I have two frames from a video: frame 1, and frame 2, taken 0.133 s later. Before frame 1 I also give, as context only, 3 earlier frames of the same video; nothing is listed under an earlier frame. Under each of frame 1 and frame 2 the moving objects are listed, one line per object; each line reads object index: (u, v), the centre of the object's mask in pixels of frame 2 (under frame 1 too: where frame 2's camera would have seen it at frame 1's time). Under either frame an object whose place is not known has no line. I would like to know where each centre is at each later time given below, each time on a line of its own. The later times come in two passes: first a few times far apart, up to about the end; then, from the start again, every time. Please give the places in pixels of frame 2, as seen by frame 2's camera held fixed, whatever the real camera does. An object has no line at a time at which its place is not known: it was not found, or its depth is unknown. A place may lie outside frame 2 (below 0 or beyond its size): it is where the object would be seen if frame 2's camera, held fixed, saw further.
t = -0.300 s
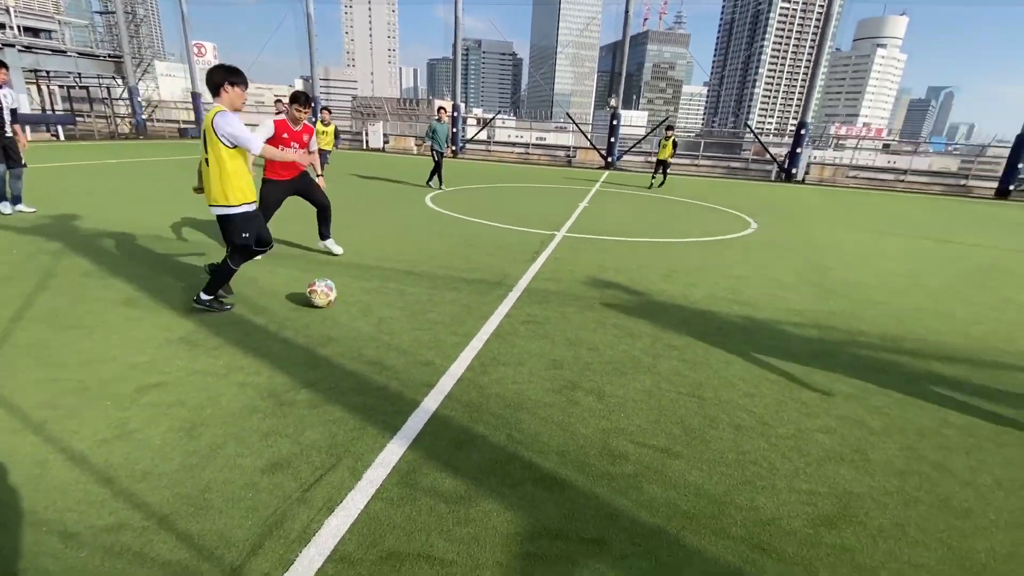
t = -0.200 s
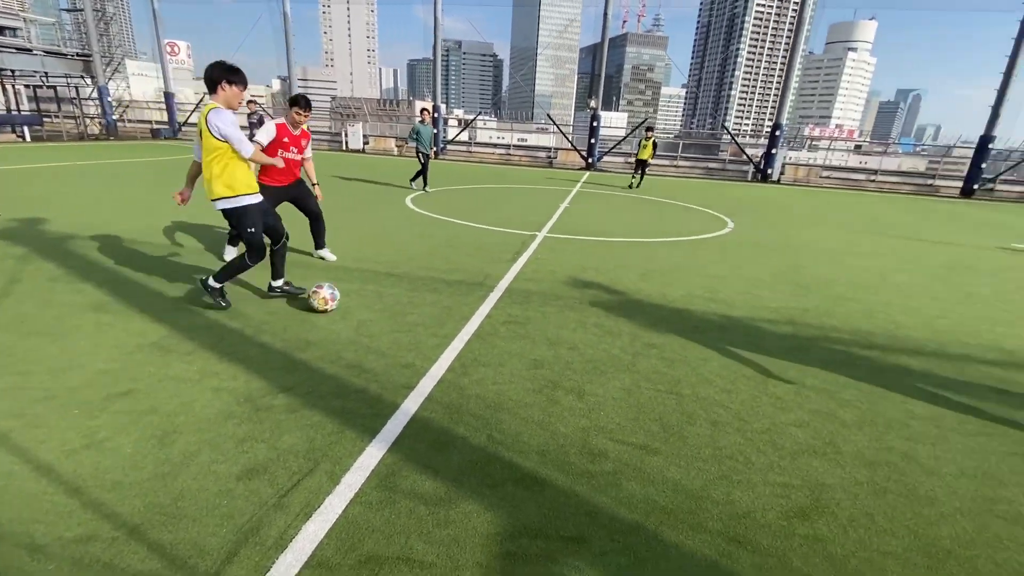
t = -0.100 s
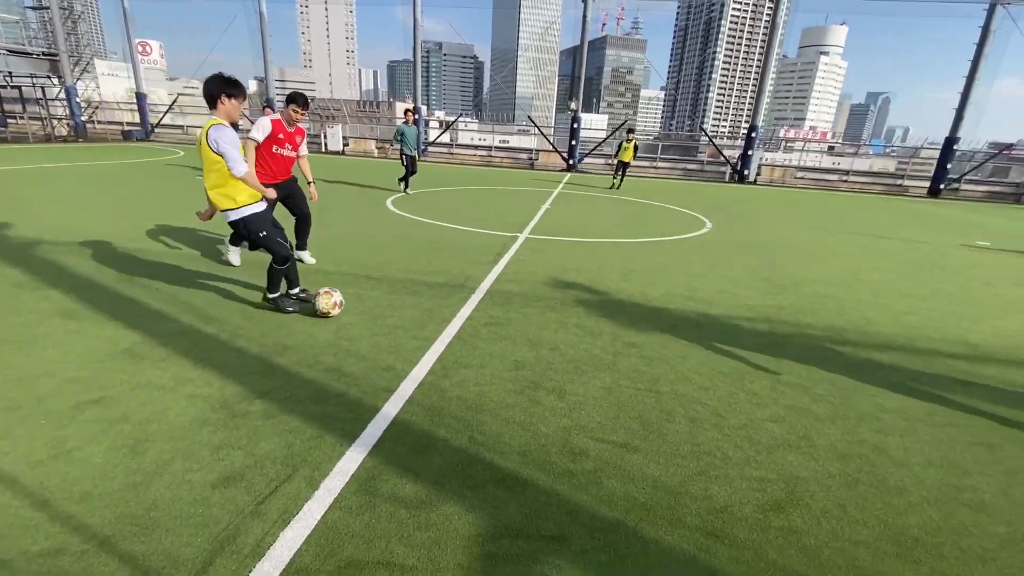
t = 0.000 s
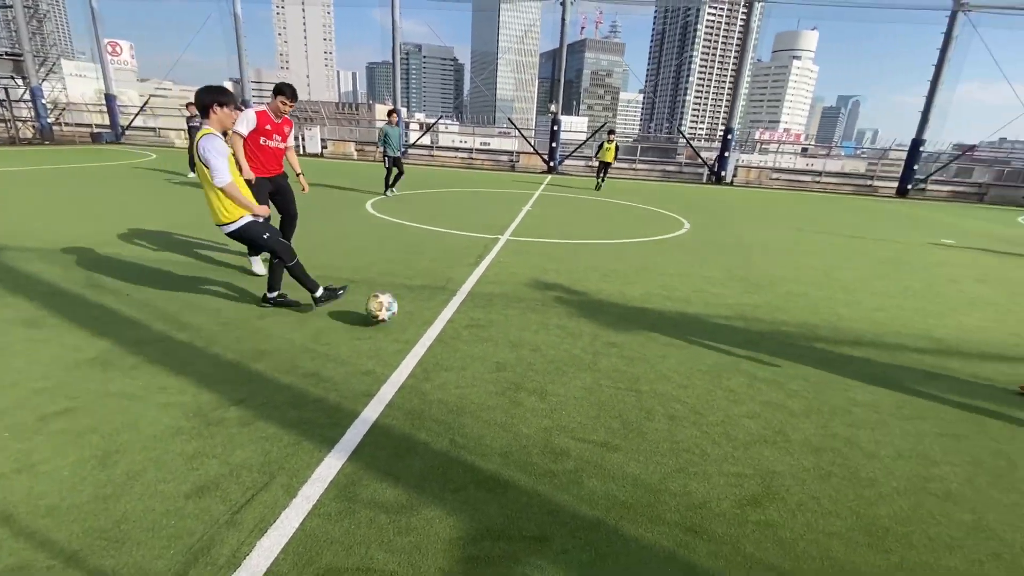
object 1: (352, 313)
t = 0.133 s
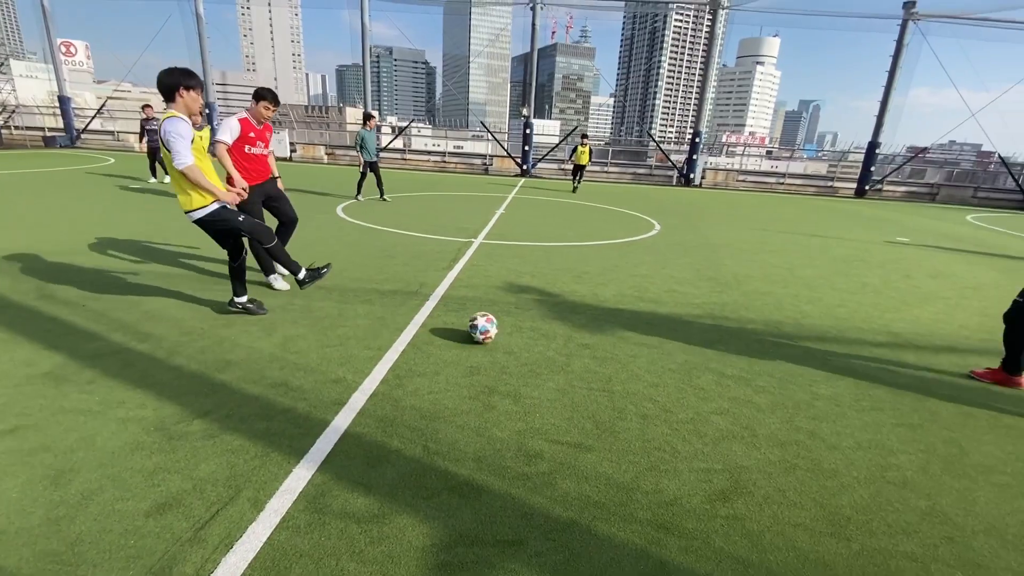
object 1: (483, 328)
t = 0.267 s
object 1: (599, 336)
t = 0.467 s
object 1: (753, 346)
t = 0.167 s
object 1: (512, 328)
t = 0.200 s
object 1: (541, 330)
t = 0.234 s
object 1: (571, 334)
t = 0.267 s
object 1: (599, 336)
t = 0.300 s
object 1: (626, 338)
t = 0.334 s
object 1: (653, 340)
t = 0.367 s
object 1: (679, 341)
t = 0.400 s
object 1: (704, 344)
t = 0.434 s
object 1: (729, 345)
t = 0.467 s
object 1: (753, 346)
